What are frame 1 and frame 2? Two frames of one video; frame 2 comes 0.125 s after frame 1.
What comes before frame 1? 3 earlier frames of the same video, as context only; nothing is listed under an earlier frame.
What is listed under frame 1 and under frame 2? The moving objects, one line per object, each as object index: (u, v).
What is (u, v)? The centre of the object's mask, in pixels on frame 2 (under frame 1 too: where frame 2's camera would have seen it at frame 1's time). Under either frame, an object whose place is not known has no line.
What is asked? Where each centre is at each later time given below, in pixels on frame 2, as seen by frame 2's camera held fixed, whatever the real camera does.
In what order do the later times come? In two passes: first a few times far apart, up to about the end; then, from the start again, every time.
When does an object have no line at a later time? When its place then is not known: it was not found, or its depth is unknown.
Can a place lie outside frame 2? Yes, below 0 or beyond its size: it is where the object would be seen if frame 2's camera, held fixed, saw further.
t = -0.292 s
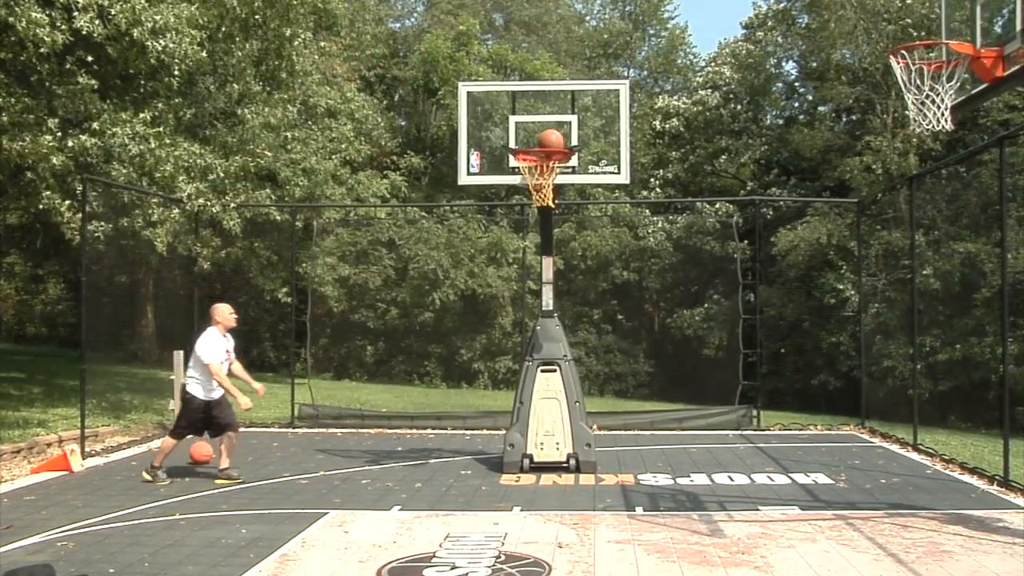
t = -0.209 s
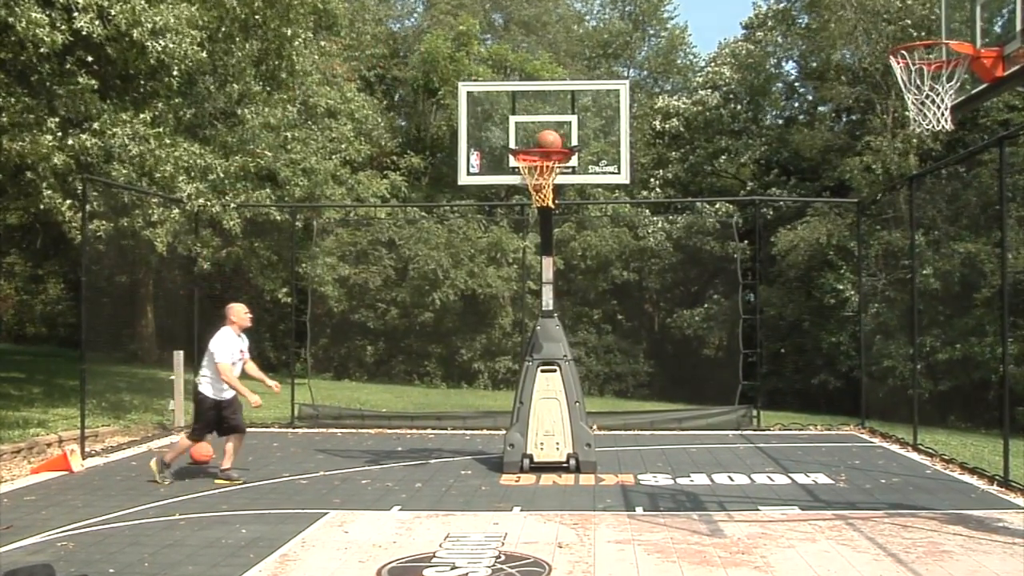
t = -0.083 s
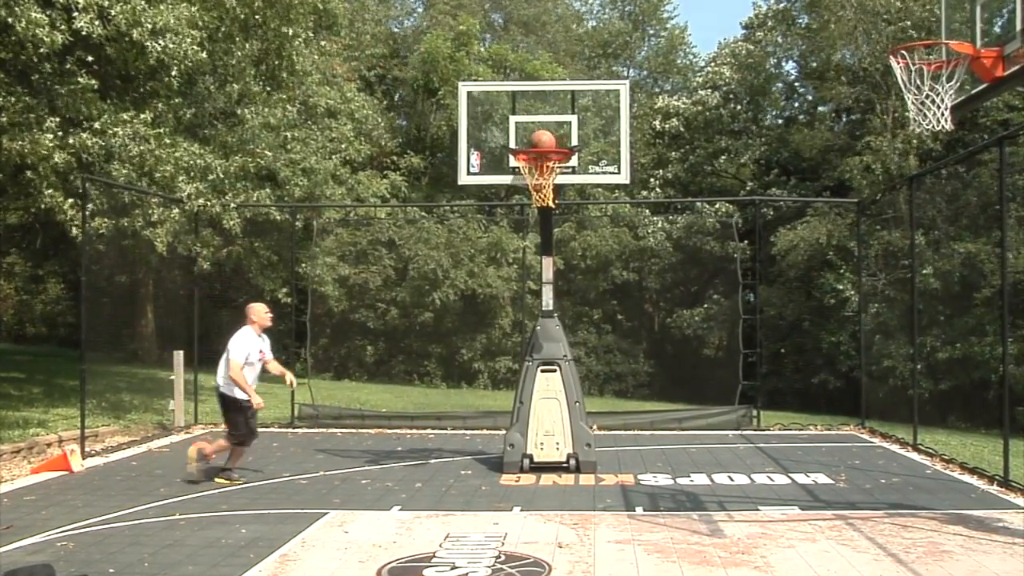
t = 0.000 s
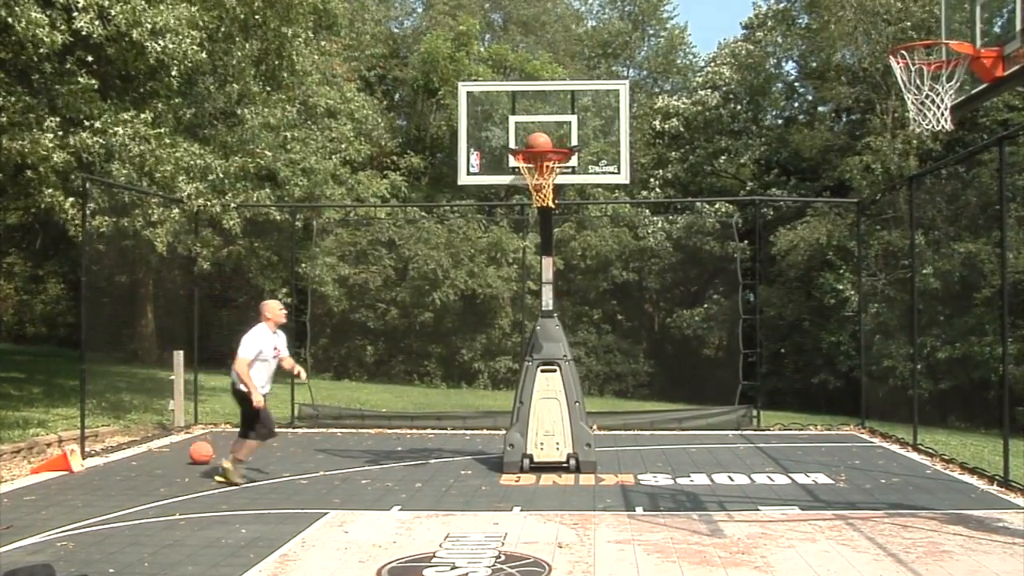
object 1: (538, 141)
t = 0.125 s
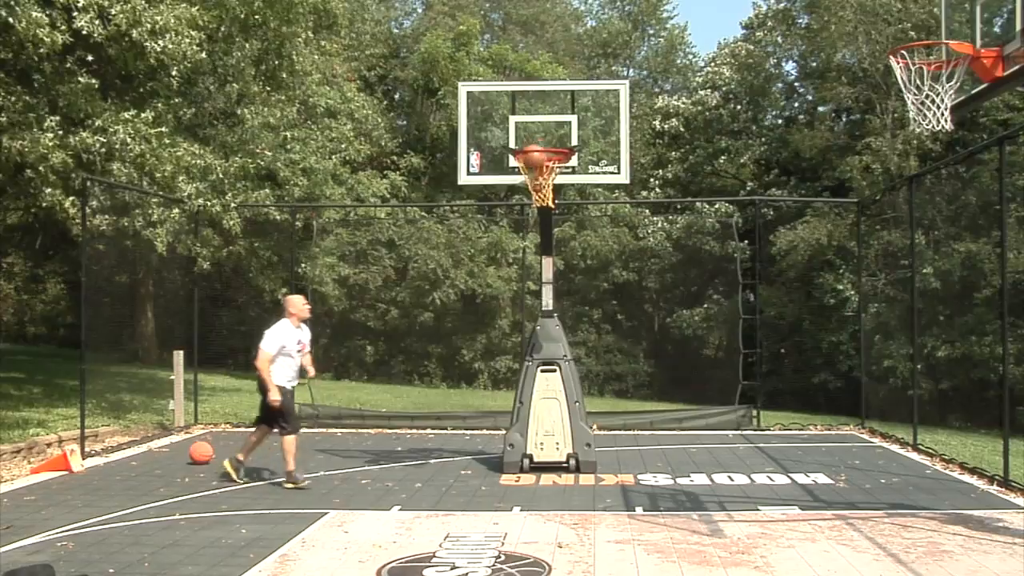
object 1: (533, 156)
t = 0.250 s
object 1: (529, 181)
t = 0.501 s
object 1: (548, 220)
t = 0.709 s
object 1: (566, 300)
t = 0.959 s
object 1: (587, 457)
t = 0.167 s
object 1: (532, 164)
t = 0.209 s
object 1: (530, 175)
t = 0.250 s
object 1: (529, 181)
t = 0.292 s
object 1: (529, 184)
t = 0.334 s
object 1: (530, 187)
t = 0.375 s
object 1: (537, 195)
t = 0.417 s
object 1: (542, 205)
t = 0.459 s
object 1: (545, 211)
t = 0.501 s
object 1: (548, 220)
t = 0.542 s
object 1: (552, 233)
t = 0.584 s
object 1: (555, 246)
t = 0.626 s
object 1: (559, 262)
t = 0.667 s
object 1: (563, 281)
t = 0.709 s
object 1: (566, 300)
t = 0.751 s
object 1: (569, 320)
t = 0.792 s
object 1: (573, 344)
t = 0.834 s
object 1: (576, 371)
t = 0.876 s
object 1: (580, 397)
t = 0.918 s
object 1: (582, 424)
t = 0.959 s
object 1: (587, 457)
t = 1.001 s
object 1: (589, 474)
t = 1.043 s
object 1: (592, 449)
